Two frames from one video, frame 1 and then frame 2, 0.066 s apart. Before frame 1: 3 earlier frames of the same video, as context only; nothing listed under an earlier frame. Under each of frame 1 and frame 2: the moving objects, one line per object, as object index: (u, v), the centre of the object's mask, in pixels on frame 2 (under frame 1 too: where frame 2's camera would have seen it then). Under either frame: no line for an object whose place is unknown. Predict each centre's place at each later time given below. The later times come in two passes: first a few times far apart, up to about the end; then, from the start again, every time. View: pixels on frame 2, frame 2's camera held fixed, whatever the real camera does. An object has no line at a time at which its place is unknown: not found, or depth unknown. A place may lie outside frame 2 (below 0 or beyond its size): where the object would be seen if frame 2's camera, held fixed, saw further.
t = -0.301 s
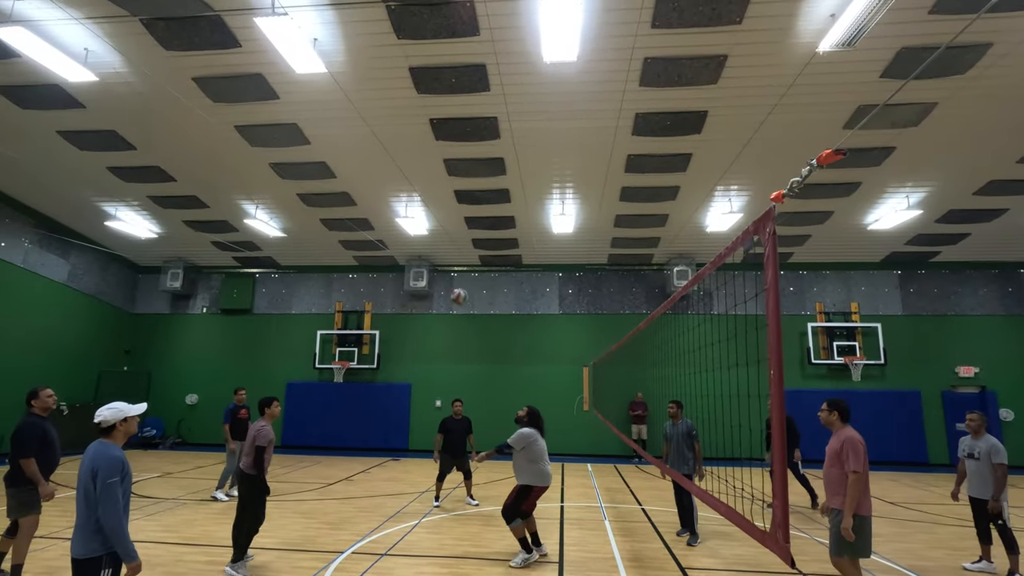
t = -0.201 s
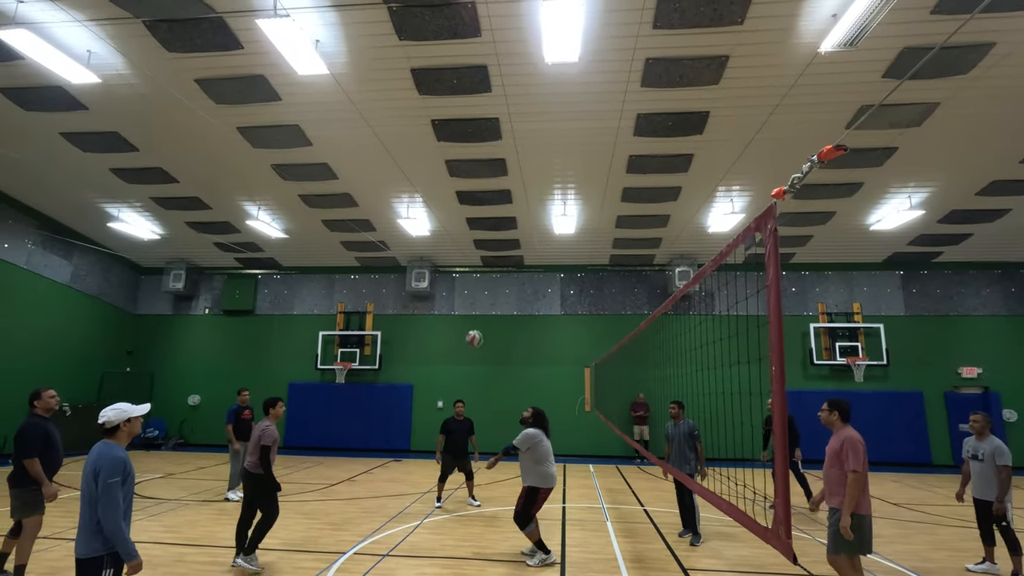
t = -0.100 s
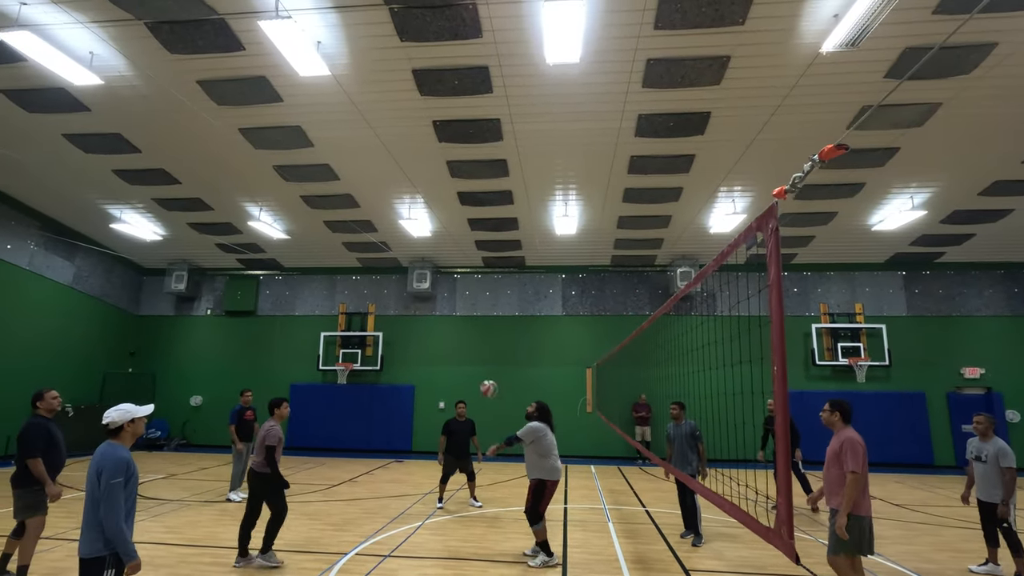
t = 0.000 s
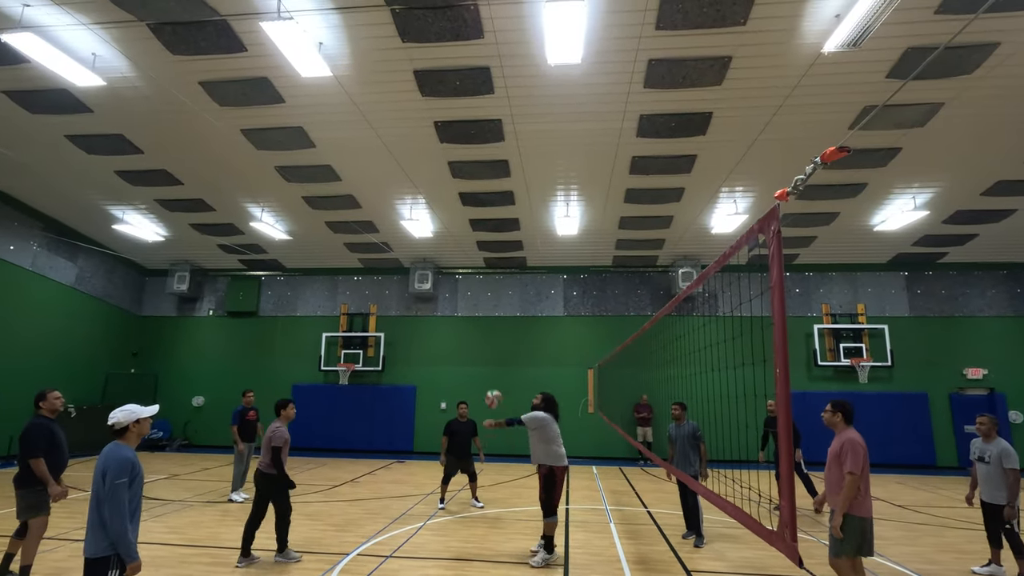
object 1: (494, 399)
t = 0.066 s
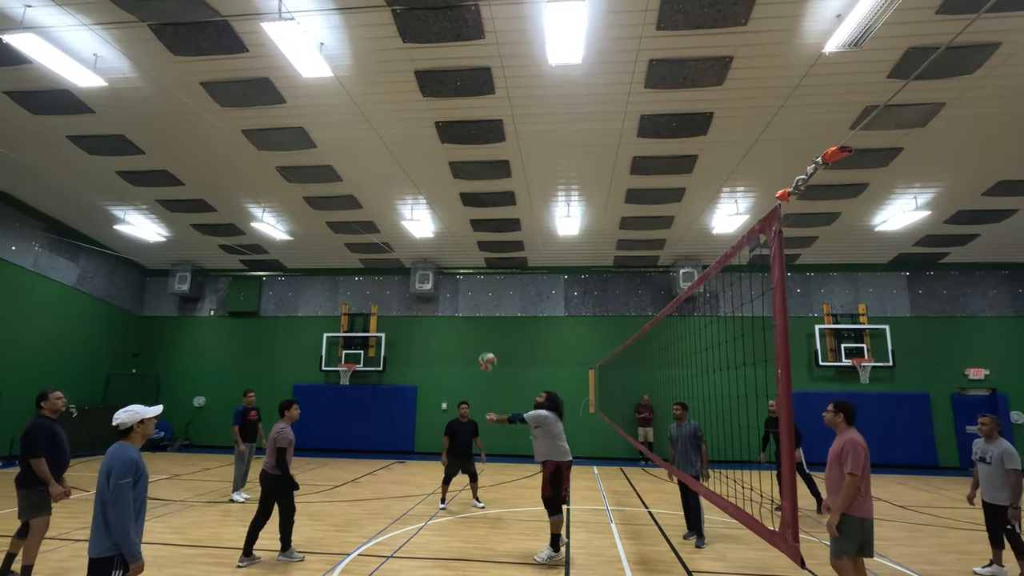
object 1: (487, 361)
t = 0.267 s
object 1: (464, 267)
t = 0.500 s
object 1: (435, 196)
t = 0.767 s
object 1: (396, 166)
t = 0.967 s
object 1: (360, 185)
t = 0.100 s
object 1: (484, 344)
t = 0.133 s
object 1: (479, 327)
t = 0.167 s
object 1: (476, 311)
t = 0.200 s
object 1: (472, 295)
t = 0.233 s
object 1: (468, 281)
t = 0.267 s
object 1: (464, 267)
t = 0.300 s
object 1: (461, 255)
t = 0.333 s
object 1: (457, 243)
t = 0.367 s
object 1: (453, 232)
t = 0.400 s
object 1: (448, 222)
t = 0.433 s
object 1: (444, 213)
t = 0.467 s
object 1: (440, 204)
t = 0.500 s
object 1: (435, 196)
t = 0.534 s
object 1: (431, 189)
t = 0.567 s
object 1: (426, 183)
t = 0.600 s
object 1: (422, 178)
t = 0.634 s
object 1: (417, 173)
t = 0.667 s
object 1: (412, 170)
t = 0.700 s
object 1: (407, 168)
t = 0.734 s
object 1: (401, 166)
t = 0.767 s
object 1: (396, 166)
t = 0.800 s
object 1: (391, 166)
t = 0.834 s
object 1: (385, 168)
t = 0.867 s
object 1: (379, 171)
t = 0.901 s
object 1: (373, 175)
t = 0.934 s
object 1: (366, 179)
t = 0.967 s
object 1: (360, 185)
